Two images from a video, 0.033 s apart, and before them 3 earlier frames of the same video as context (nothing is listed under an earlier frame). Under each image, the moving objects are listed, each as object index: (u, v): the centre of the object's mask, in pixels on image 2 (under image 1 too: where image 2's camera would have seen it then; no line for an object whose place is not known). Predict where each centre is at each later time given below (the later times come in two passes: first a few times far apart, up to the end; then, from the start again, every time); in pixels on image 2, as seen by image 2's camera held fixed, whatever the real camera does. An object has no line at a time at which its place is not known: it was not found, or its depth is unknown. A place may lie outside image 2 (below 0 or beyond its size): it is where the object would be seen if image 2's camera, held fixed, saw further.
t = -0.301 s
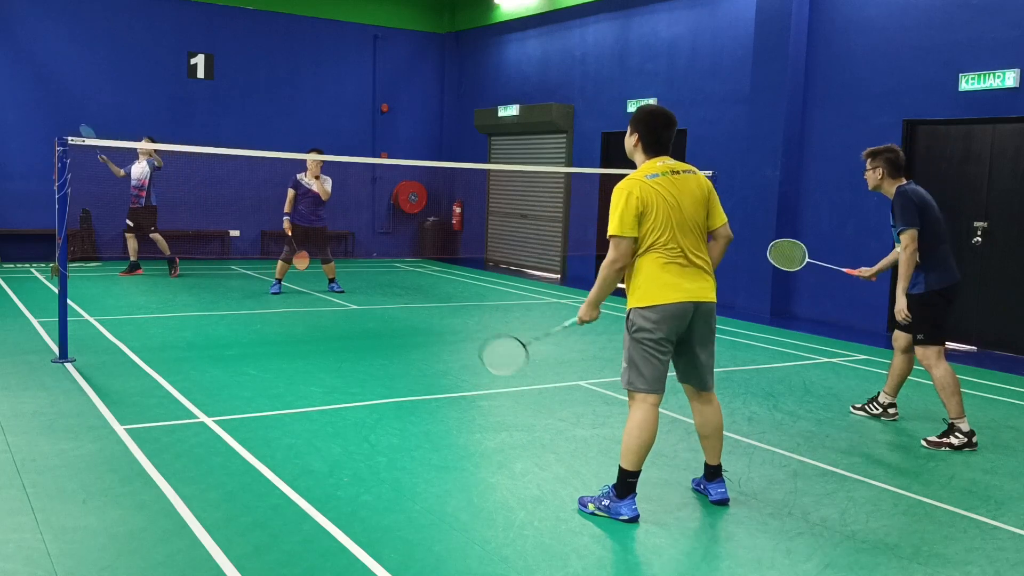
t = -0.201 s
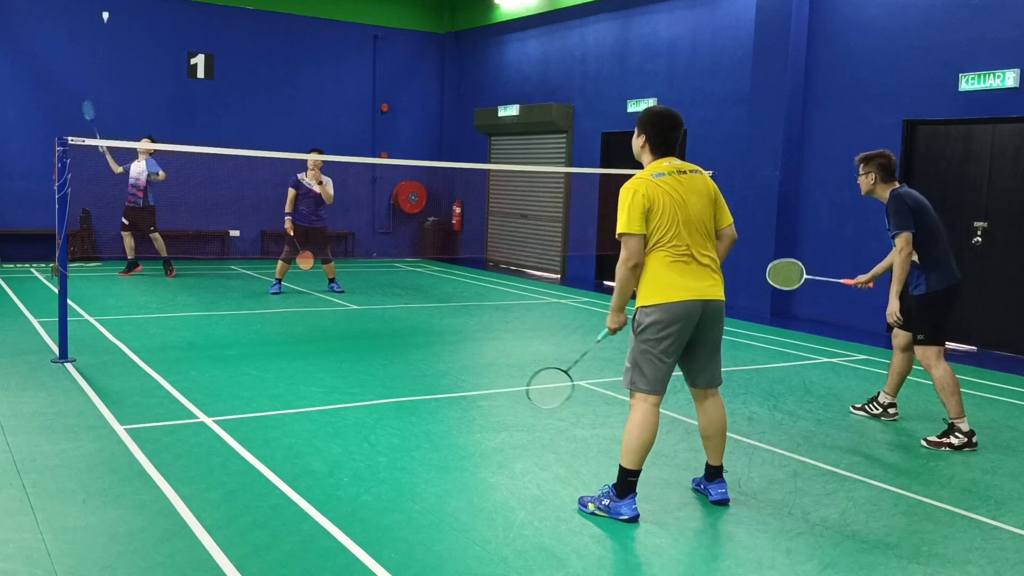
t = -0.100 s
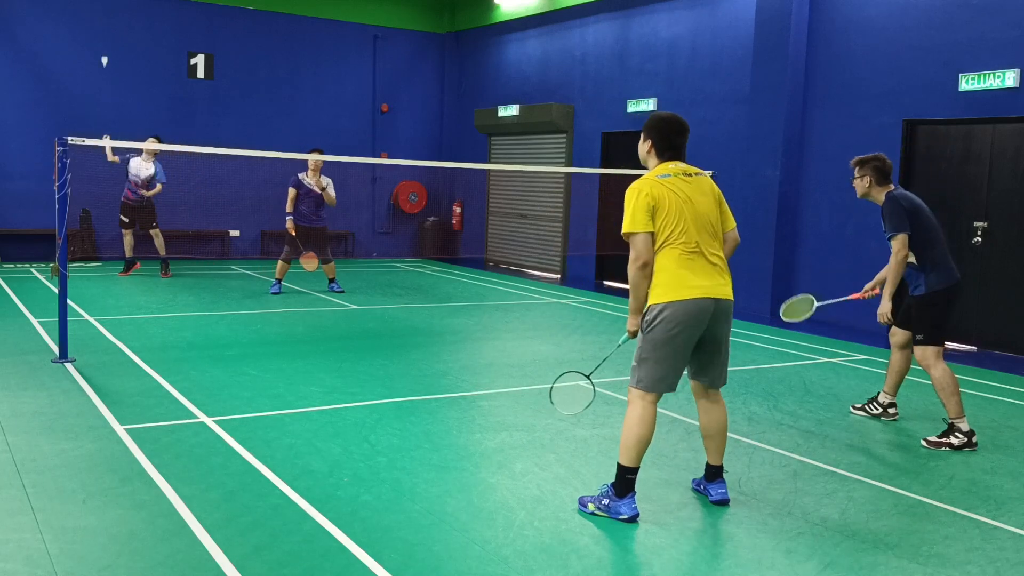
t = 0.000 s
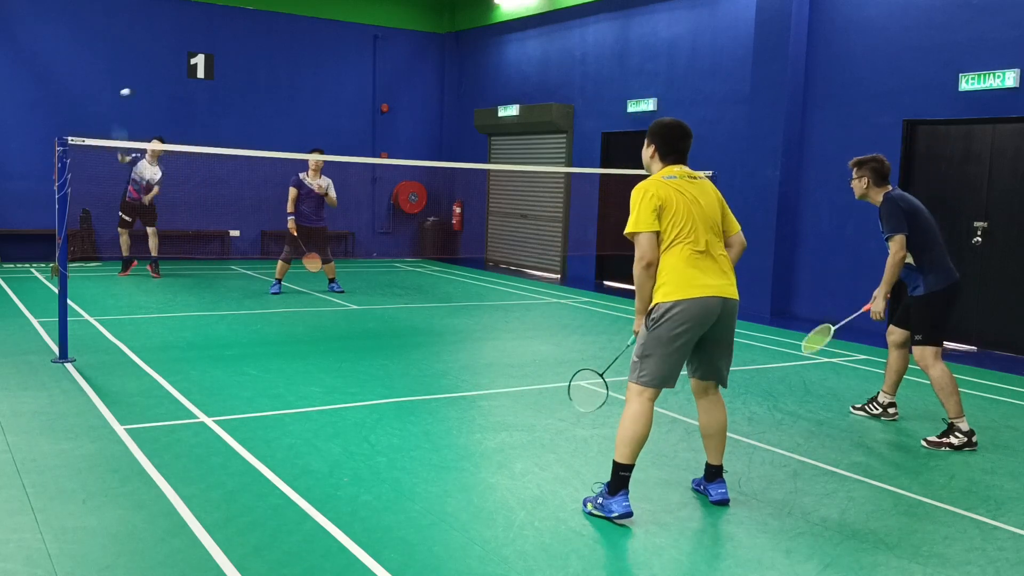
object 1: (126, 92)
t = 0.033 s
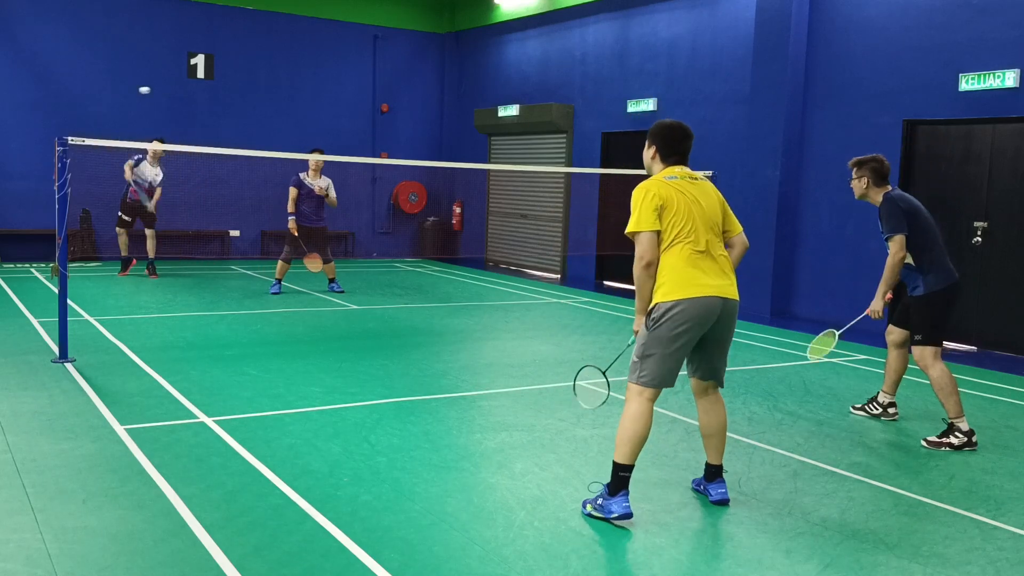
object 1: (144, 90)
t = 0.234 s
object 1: (252, 96)
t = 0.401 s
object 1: (333, 144)
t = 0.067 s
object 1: (165, 88)
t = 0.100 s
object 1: (183, 87)
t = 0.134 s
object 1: (201, 87)
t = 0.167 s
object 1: (219, 88)
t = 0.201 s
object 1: (235, 92)
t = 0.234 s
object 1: (252, 96)
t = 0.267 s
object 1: (268, 103)
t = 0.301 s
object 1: (284, 110)
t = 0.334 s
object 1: (301, 120)
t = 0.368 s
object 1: (317, 131)
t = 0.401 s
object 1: (333, 144)
